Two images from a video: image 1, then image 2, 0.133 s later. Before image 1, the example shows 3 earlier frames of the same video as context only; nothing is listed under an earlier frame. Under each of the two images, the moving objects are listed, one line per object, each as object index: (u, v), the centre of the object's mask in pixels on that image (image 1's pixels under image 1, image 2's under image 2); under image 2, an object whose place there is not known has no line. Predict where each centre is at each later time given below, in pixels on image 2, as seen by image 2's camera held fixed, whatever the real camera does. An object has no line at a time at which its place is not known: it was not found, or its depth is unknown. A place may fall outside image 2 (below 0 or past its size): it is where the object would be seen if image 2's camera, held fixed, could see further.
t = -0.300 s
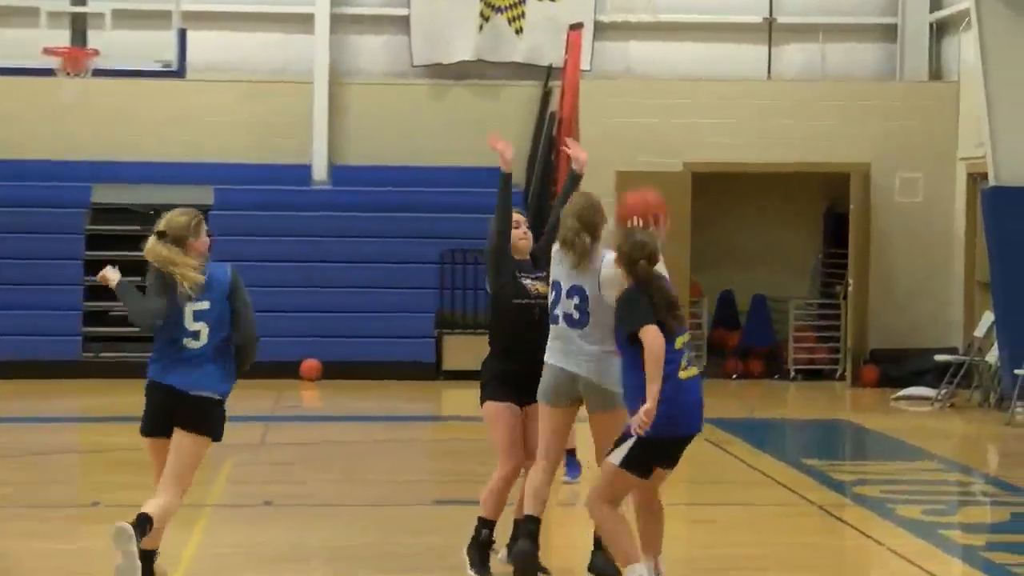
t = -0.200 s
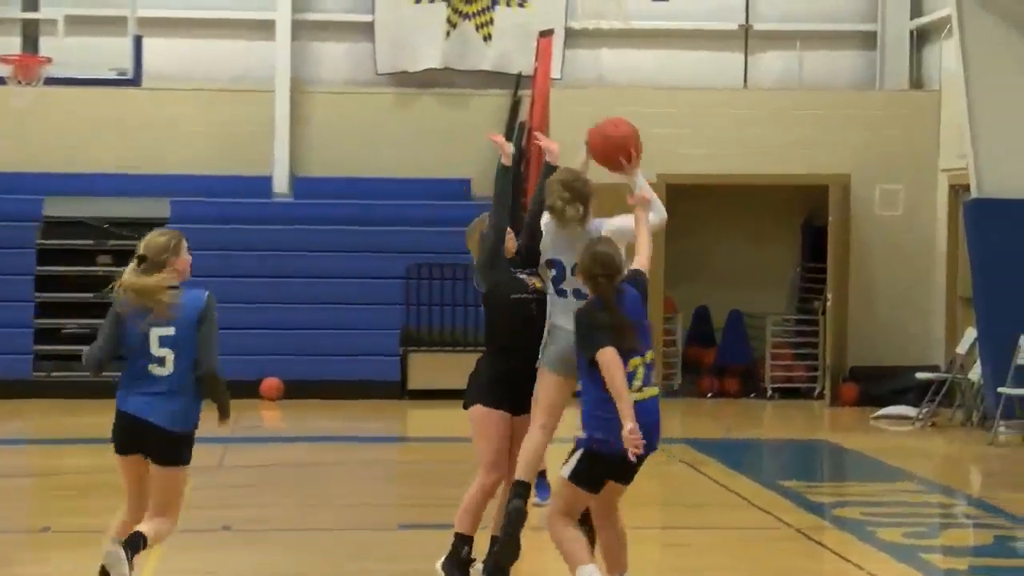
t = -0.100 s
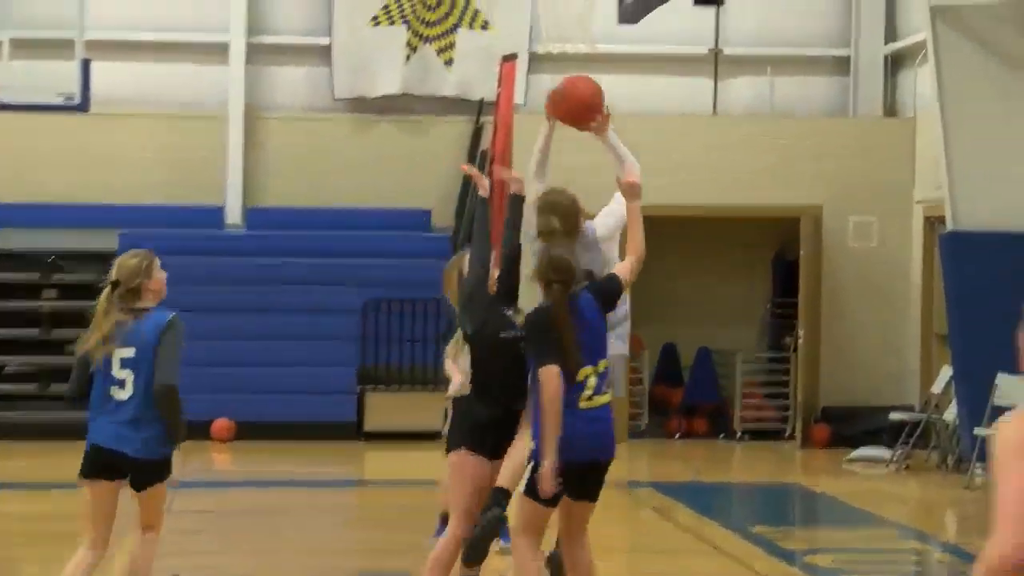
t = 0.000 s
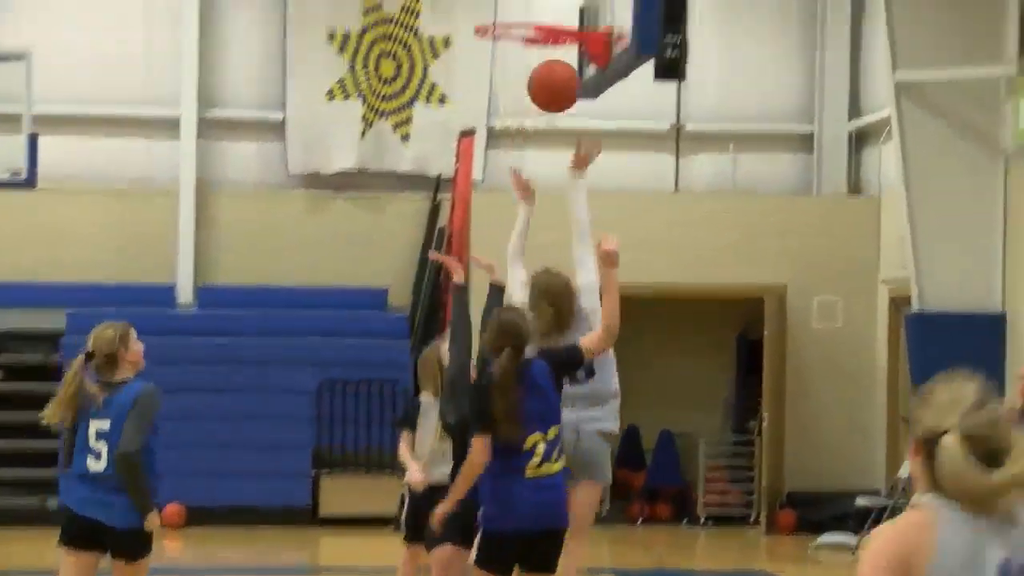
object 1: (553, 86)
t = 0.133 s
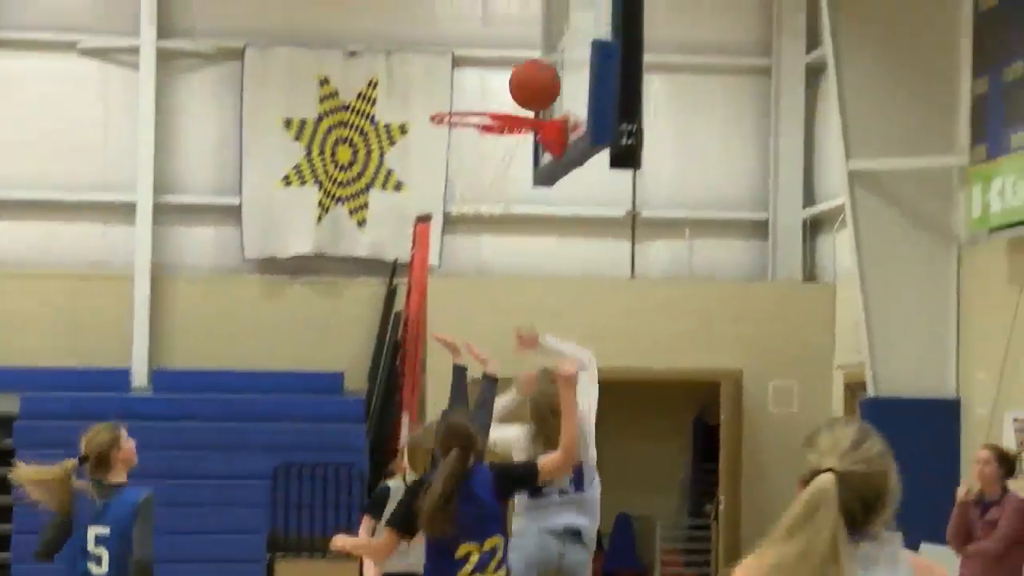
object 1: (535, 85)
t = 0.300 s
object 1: (536, 45)
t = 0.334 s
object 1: (527, 49)
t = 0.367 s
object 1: (520, 56)
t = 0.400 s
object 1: (513, 64)
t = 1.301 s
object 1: (505, 169)
